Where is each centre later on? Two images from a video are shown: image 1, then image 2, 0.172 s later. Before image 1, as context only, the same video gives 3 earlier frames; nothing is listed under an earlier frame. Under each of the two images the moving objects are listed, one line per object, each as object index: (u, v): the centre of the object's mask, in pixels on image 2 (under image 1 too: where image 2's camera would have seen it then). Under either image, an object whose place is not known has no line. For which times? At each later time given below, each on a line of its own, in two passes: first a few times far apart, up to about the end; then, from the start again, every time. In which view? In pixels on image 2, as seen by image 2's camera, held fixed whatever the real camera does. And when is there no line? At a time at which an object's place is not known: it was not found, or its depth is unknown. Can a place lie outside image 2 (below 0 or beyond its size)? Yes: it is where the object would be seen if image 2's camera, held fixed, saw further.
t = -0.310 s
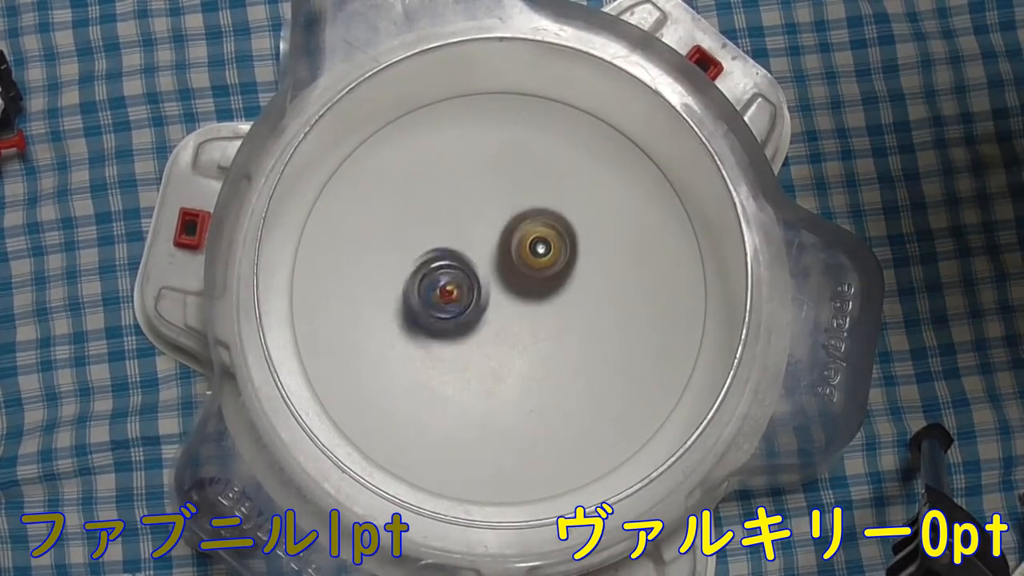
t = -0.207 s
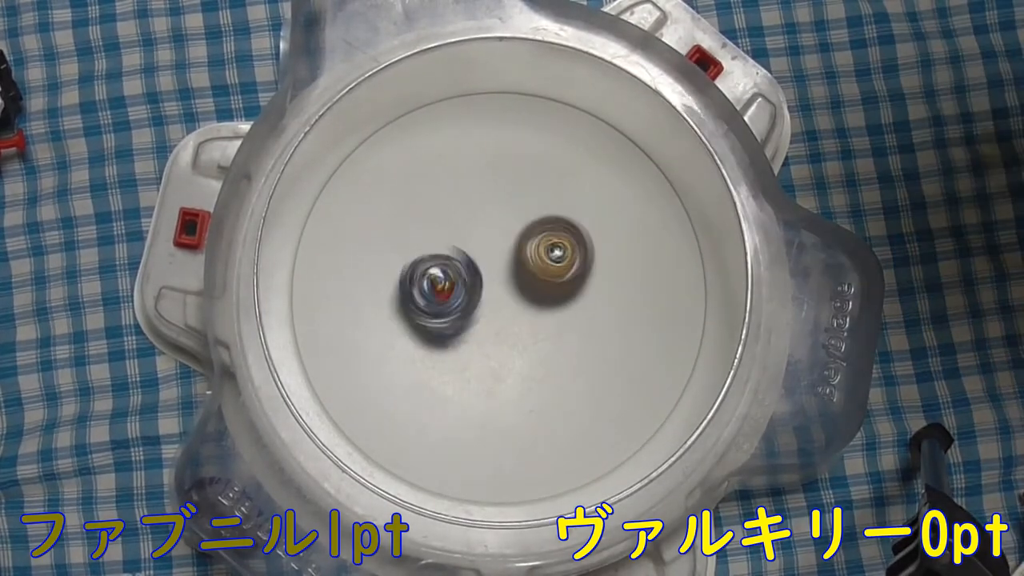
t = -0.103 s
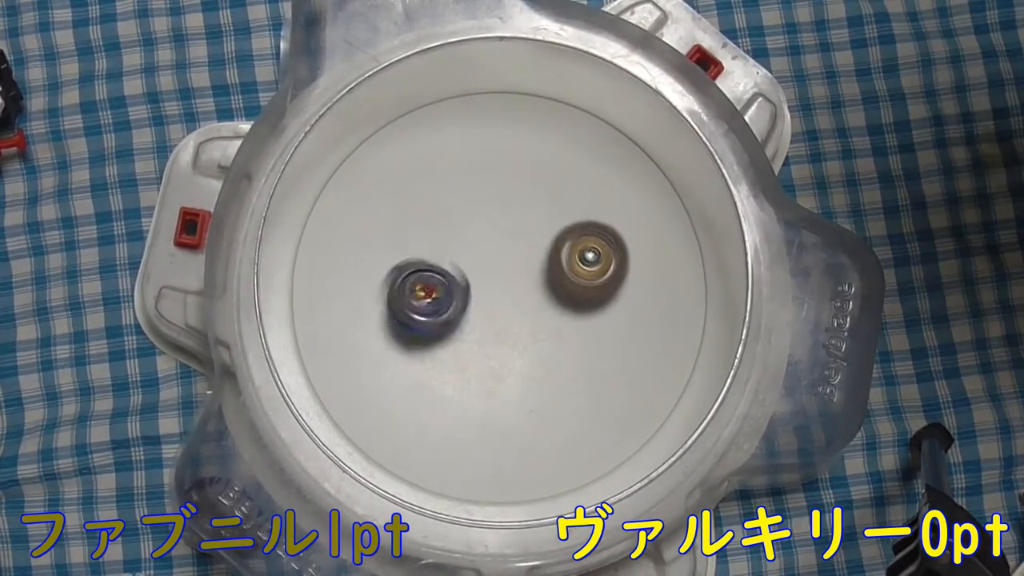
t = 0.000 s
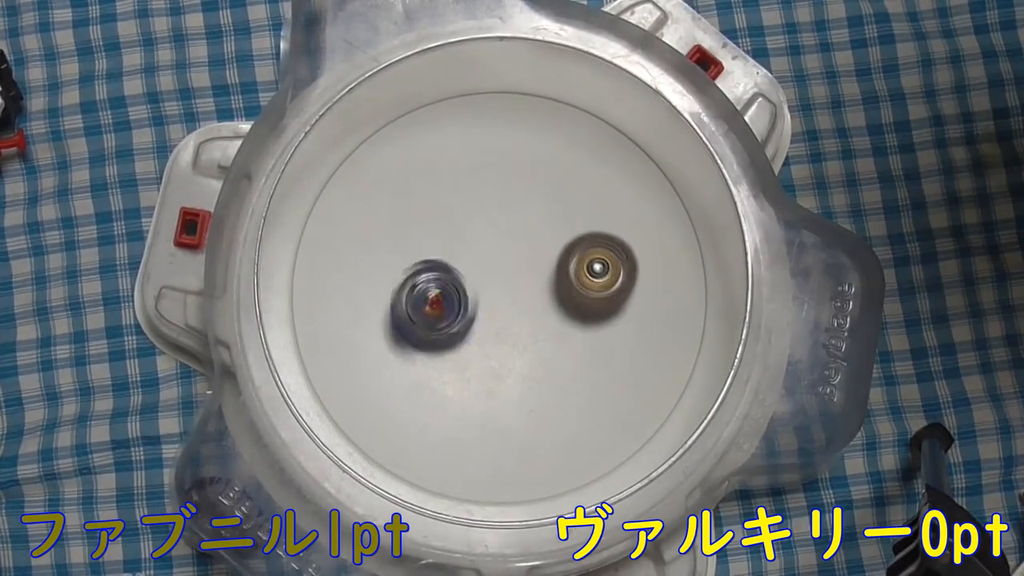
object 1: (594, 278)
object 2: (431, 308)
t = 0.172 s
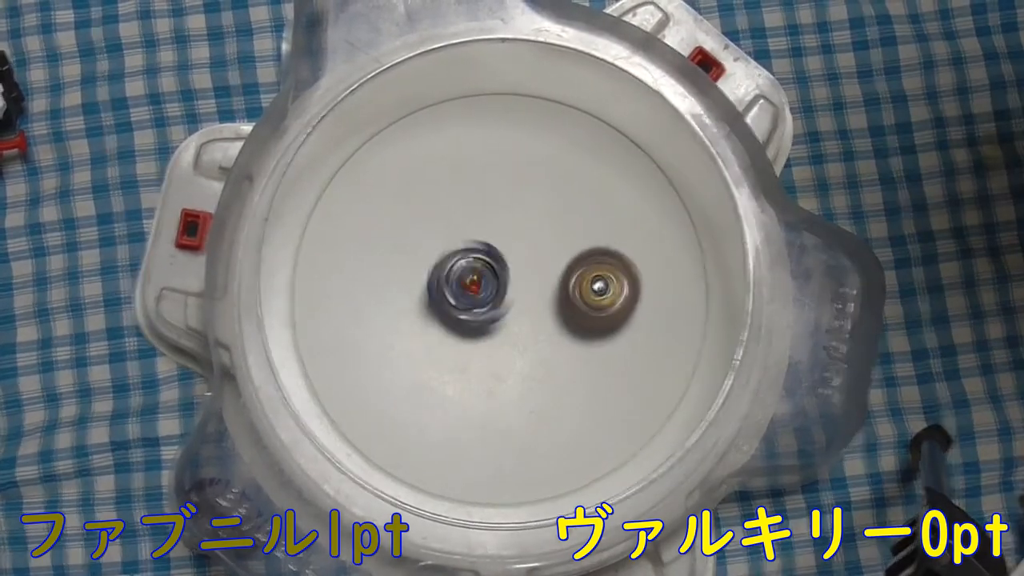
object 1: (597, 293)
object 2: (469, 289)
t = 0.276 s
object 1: (593, 298)
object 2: (489, 285)
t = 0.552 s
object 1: (591, 308)
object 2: (486, 298)
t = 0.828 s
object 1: (562, 318)
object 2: (475, 286)
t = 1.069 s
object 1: (540, 337)
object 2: (499, 276)
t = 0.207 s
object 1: (596, 295)
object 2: (476, 287)
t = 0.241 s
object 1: (595, 296)
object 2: (482, 286)
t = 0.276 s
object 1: (593, 298)
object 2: (489, 285)
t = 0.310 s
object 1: (590, 299)
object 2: (495, 285)
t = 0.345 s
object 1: (589, 301)
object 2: (503, 286)
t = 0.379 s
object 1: (589, 301)
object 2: (505, 289)
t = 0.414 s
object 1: (589, 301)
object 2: (507, 290)
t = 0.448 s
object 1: (593, 302)
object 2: (506, 292)
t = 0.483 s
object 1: (594, 304)
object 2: (502, 295)
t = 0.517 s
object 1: (593, 306)
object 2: (493, 298)
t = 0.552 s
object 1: (591, 308)
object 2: (486, 298)
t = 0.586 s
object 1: (589, 309)
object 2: (482, 296)
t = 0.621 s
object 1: (585, 310)
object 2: (478, 293)
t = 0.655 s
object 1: (582, 312)
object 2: (476, 291)
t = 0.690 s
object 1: (578, 313)
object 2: (475, 291)
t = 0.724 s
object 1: (574, 315)
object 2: (475, 289)
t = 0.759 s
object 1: (570, 316)
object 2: (474, 287)
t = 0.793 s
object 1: (566, 317)
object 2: (475, 286)
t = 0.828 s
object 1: (562, 318)
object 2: (475, 286)
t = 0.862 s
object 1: (558, 320)
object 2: (476, 285)
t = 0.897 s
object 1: (554, 321)
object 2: (478, 284)
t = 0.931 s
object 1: (551, 322)
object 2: (480, 283)
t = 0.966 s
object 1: (547, 324)
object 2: (482, 283)
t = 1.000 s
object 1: (544, 326)
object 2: (487, 283)
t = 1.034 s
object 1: (541, 329)
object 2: (492, 281)
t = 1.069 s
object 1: (540, 337)
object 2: (499, 276)
